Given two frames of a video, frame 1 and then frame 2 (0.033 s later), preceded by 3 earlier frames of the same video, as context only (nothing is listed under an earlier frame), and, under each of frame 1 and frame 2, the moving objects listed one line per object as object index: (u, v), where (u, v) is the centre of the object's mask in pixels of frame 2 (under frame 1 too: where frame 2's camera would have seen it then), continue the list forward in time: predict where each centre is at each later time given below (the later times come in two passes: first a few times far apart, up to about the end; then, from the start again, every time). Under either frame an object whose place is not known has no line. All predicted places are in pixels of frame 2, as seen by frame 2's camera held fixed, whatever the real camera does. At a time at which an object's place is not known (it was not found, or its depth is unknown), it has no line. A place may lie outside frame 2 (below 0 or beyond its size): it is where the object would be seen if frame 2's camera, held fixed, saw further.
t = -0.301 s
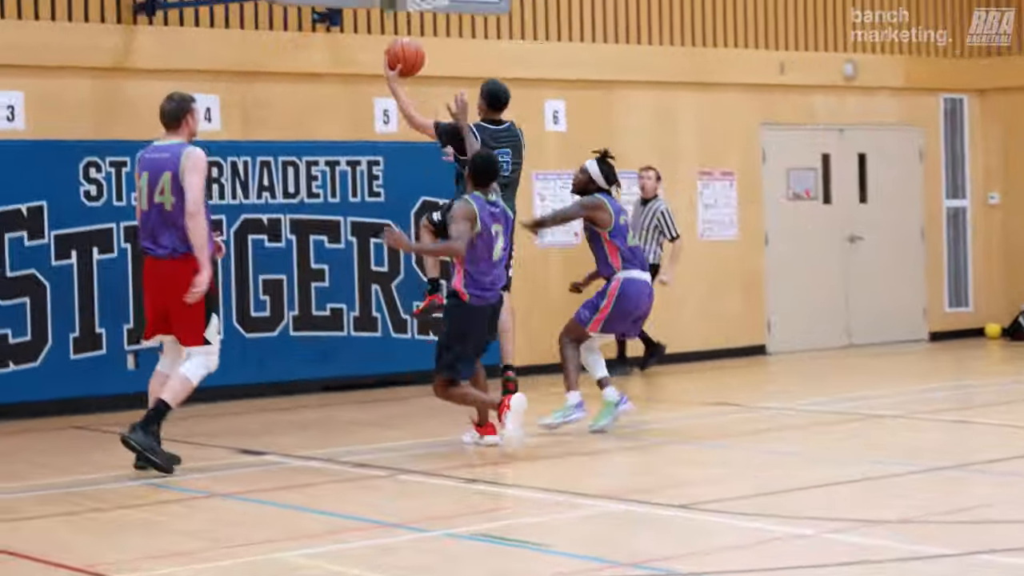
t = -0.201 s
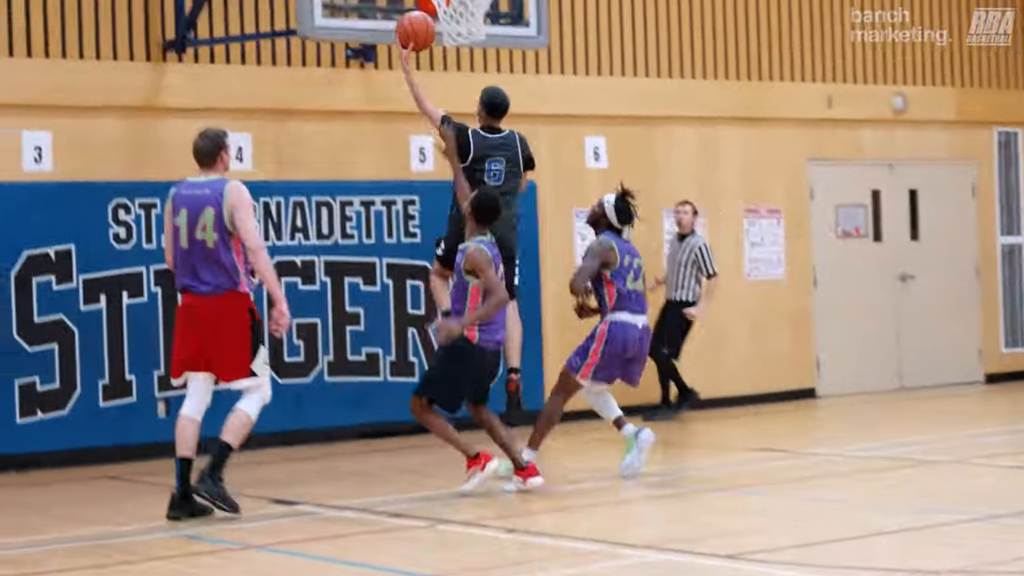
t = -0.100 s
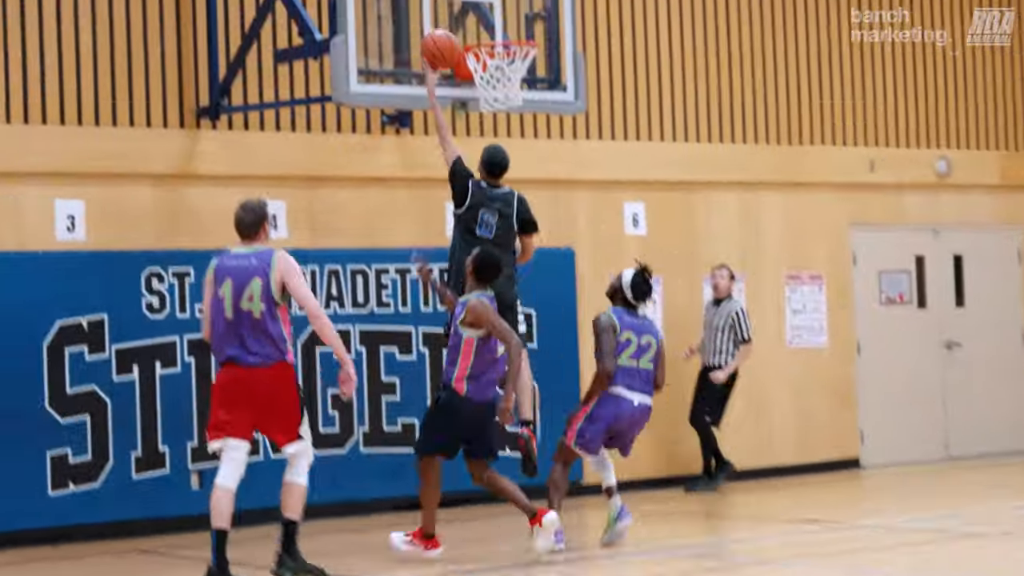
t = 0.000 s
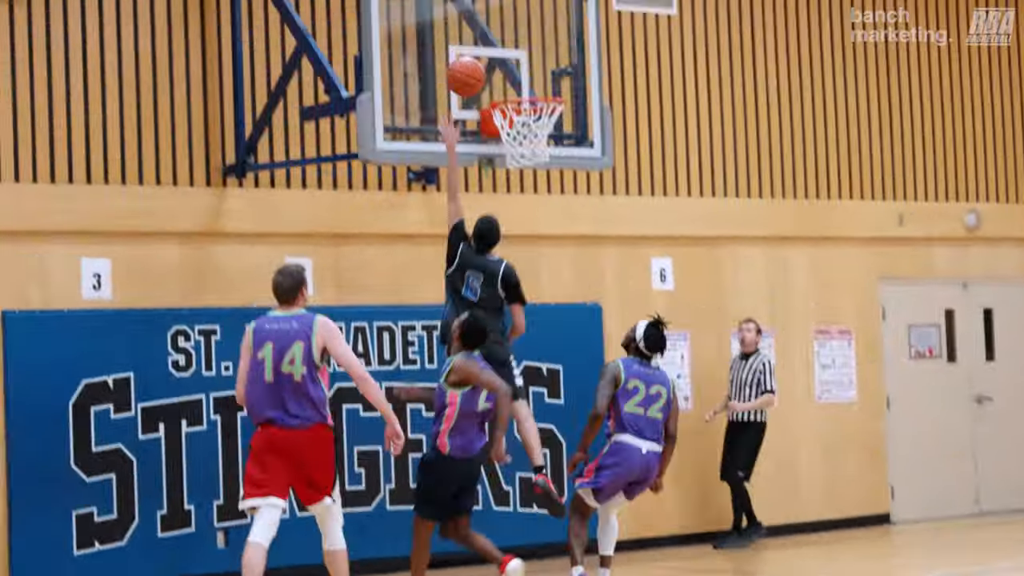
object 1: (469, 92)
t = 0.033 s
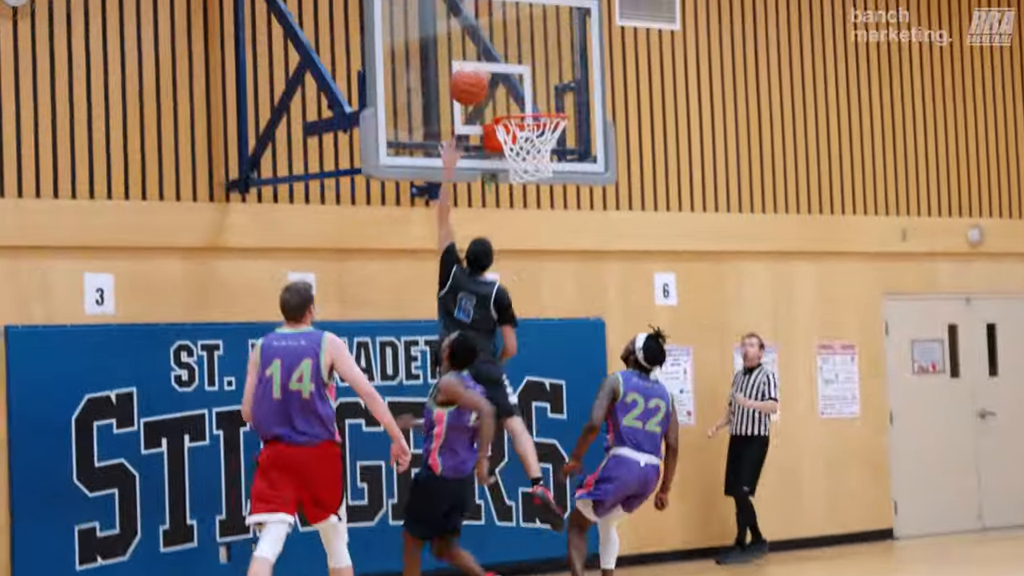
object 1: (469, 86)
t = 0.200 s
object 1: (474, 79)
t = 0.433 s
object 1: (536, 103)
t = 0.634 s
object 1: (530, 158)
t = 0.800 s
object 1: (525, 185)
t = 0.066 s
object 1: (469, 82)
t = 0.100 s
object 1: (469, 78)
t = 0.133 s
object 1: (469, 78)
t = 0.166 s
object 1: (469, 79)
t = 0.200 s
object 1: (474, 79)
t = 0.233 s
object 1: (484, 80)
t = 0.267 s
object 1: (495, 82)
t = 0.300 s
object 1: (504, 86)
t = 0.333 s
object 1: (514, 90)
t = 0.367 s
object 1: (525, 96)
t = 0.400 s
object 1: (535, 101)
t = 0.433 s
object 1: (536, 103)
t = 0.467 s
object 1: (535, 105)
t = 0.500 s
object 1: (535, 112)
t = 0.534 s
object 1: (534, 131)
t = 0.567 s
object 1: (531, 135)
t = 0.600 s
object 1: (527, 135)
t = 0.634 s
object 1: (530, 158)
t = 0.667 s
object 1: (527, 160)
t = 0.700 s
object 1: (527, 172)
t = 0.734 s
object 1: (527, 176)
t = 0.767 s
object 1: (526, 181)
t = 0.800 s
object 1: (525, 185)
